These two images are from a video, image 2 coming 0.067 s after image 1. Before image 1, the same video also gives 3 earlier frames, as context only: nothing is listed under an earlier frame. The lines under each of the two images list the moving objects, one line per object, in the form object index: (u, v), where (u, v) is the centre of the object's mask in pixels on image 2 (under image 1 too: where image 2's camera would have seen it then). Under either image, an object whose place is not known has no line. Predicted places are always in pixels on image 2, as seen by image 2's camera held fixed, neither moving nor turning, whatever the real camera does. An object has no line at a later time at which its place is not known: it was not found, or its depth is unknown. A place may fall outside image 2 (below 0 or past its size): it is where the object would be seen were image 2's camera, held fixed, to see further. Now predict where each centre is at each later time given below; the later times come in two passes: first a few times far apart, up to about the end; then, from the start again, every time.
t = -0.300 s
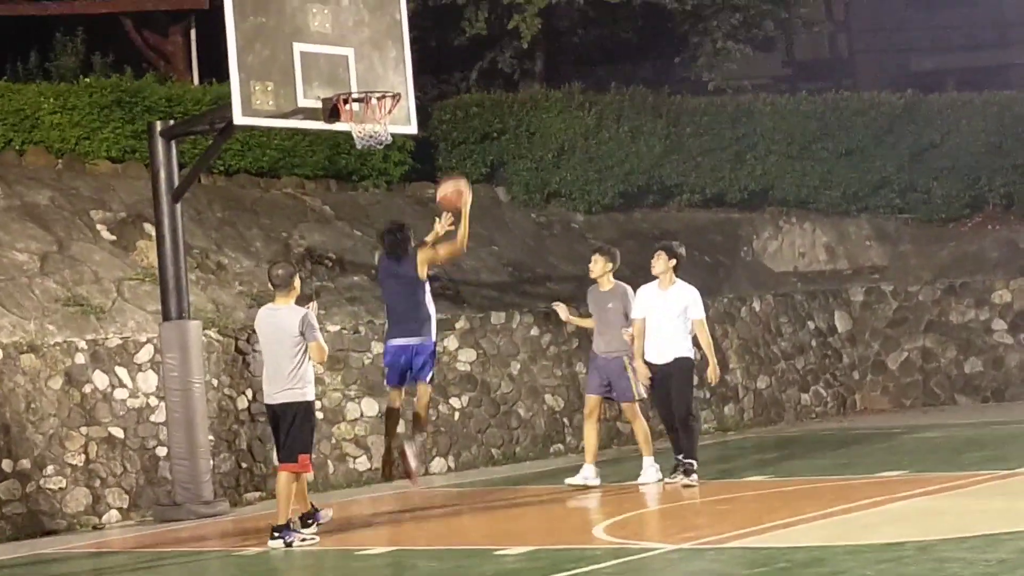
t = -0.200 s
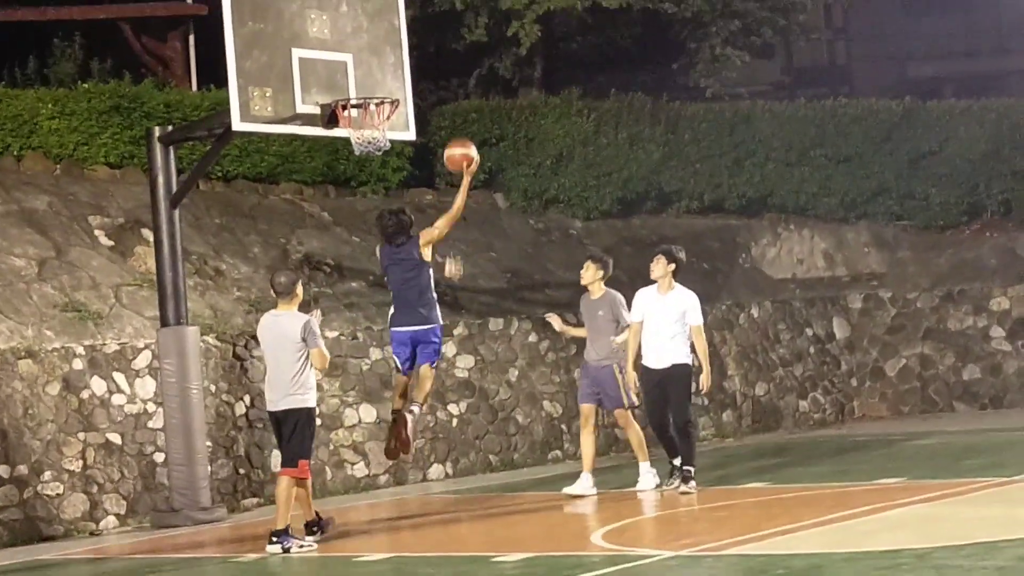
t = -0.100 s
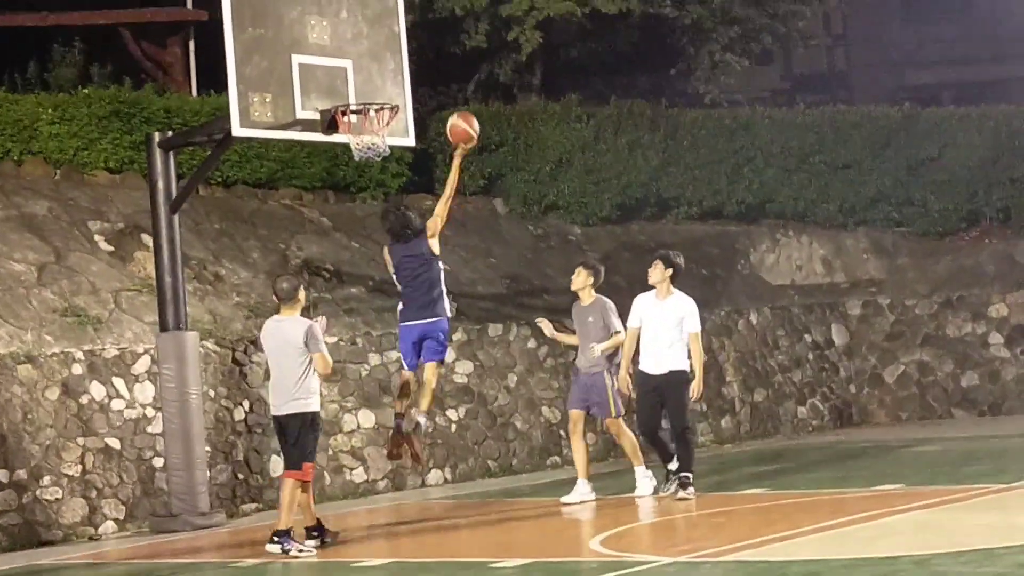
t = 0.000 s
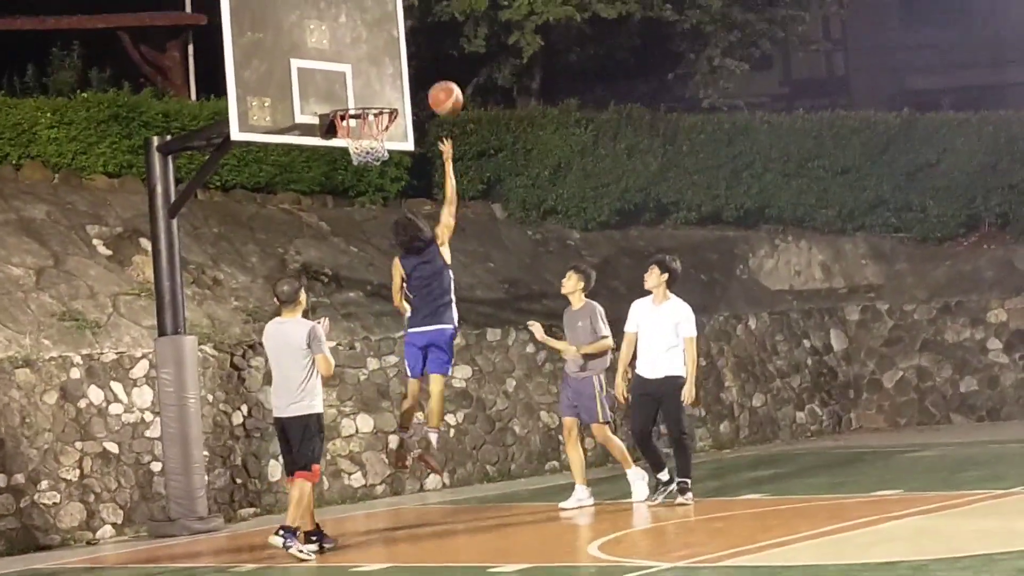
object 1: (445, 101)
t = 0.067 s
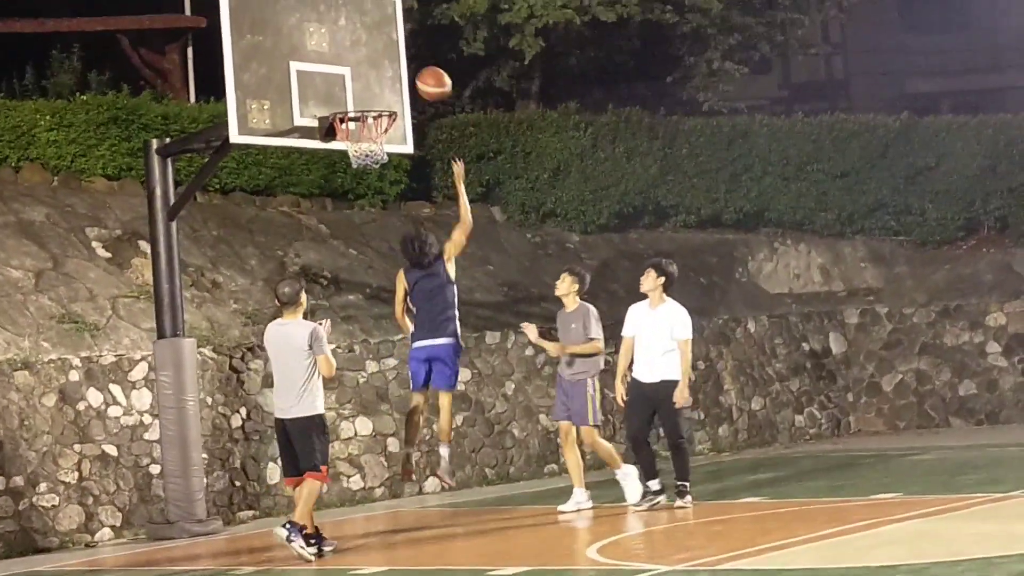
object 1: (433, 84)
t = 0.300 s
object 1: (398, 69)
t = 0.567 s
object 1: (363, 136)
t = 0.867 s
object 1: (366, 186)
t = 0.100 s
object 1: (428, 77)
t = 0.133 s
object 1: (423, 72)
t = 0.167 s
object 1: (418, 68)
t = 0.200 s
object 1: (413, 66)
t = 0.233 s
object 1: (409, 65)
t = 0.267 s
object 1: (403, 66)
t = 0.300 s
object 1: (398, 69)
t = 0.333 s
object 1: (395, 73)
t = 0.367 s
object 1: (384, 78)
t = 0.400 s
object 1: (381, 83)
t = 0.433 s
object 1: (380, 94)
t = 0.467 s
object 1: (375, 99)
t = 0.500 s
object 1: (372, 111)
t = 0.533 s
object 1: (367, 129)
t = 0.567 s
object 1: (363, 136)
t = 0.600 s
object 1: (360, 139)
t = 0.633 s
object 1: (363, 139)
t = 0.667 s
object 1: (362, 163)
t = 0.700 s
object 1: (360, 165)
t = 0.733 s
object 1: (359, 169)
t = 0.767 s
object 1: (358, 172)
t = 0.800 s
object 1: (358, 174)
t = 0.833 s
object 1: (358, 178)
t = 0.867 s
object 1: (366, 186)
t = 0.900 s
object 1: (367, 198)
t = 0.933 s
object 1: (369, 210)
